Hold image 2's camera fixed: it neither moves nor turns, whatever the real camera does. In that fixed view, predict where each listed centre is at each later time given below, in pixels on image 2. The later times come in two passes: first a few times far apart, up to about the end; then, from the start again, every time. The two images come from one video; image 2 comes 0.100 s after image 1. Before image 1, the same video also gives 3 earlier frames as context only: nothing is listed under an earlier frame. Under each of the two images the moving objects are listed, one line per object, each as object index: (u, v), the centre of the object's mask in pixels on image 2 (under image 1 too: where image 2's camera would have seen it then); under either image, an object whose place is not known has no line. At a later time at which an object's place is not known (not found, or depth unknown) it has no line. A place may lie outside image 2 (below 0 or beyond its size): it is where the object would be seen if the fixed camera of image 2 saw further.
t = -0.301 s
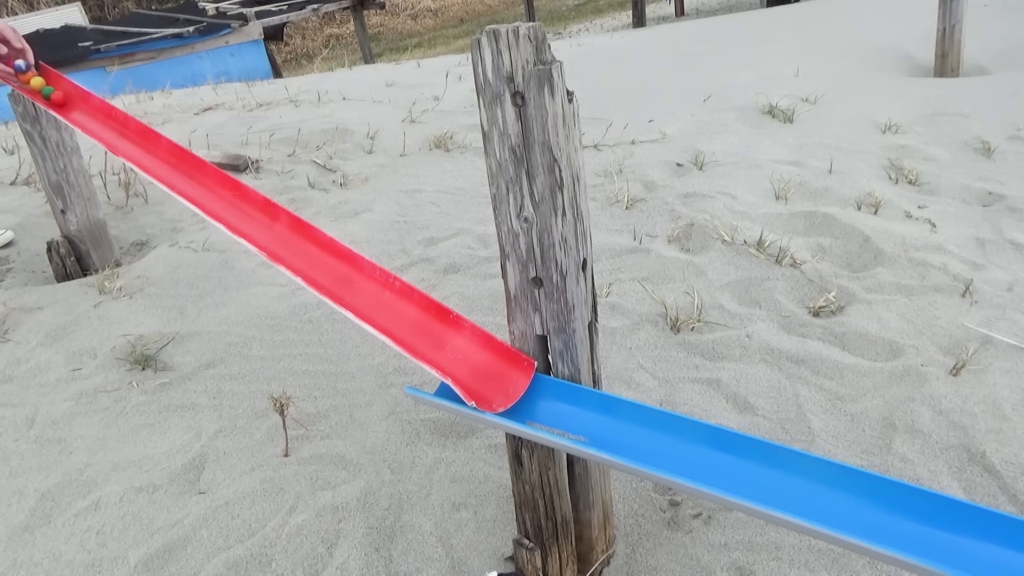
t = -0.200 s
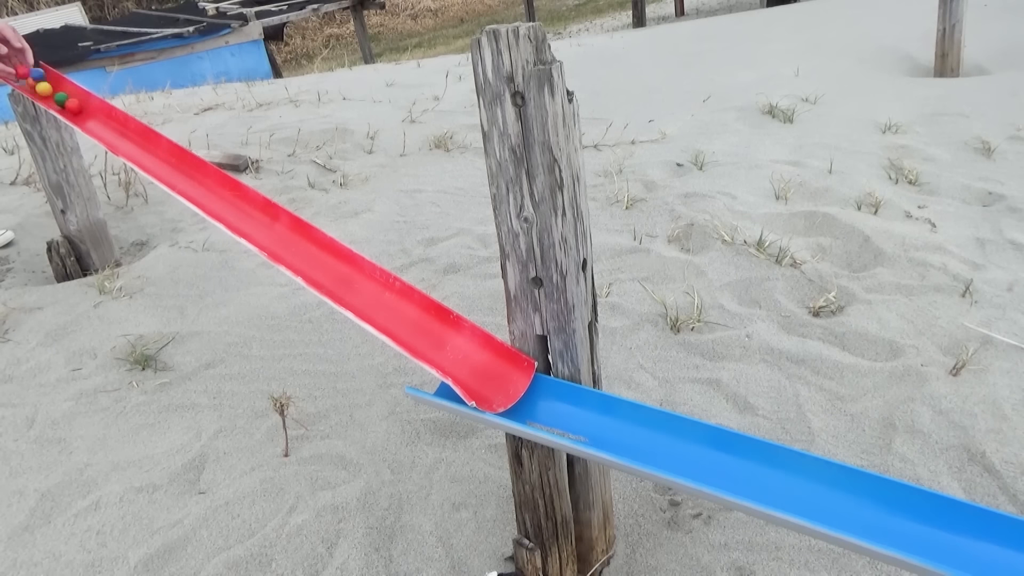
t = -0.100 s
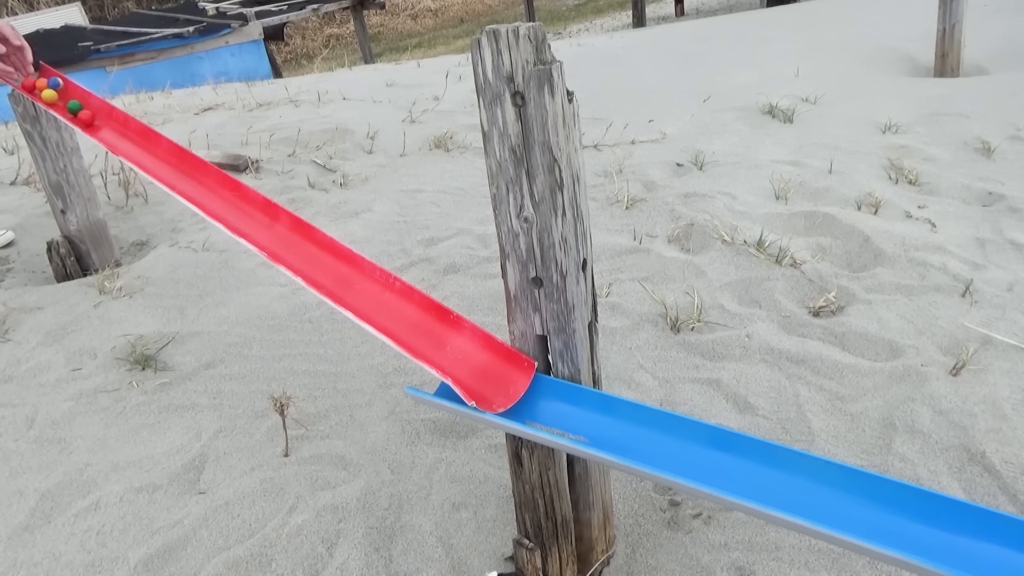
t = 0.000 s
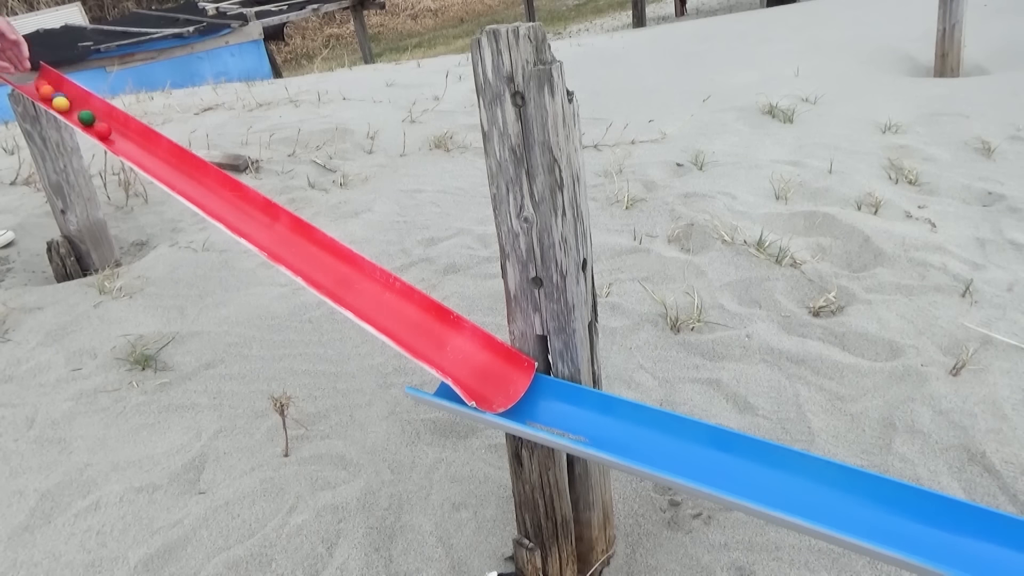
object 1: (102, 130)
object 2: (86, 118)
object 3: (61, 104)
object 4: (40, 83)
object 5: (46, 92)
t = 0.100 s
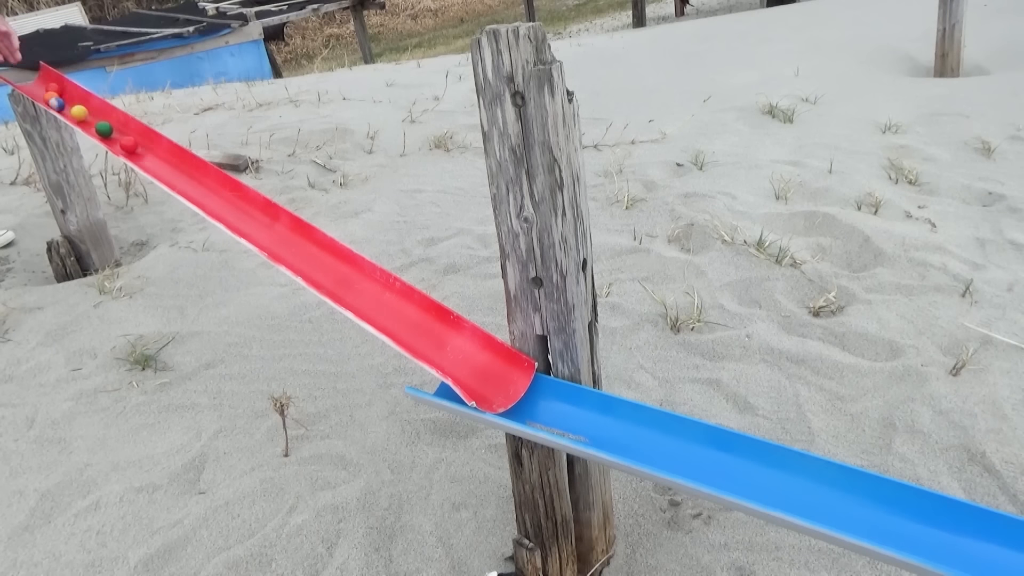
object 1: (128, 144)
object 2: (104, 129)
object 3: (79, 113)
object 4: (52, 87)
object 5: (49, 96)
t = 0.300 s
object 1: (191, 182)
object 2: (156, 160)
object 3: (122, 138)
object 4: (64, 108)
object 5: (81, 109)
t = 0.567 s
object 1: (315, 267)
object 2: (254, 225)
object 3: (201, 190)
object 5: (117, 139)
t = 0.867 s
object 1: (595, 439)
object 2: (470, 368)
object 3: (363, 299)
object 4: (194, 187)
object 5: (215, 197)
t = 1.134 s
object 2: (882, 515)
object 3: (675, 461)
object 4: (314, 265)
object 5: (358, 290)
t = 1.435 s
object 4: (577, 434)
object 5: (673, 461)
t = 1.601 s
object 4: (855, 507)
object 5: (958, 547)
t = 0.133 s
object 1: (139, 150)
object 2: (111, 134)
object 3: (87, 116)
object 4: (53, 90)
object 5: (54, 97)
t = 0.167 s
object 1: (149, 155)
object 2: (119, 139)
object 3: (94, 120)
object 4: (54, 94)
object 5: (60, 100)
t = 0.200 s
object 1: (160, 161)
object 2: (128, 143)
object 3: (102, 123)
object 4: (55, 98)
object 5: (64, 102)
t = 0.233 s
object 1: (171, 167)
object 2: (137, 148)
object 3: (109, 128)
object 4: (58, 101)
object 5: (70, 104)
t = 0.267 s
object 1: (181, 175)
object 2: (147, 154)
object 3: (116, 132)
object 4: (61, 105)
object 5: (75, 107)
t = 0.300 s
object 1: (191, 182)
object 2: (156, 160)
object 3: (122, 138)
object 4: (64, 108)
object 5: (81, 109)
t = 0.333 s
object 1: (202, 191)
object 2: (166, 166)
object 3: (129, 144)
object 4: (68, 110)
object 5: (85, 112)
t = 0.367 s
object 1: (214, 200)
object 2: (176, 173)
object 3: (136, 150)
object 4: (75, 114)
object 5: (90, 116)
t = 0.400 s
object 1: (227, 210)
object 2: (187, 180)
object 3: (144, 155)
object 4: (81, 117)
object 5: (93, 120)
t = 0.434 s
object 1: (241, 220)
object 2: (198, 188)
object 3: (152, 162)
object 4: (88, 117)
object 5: (96, 125)
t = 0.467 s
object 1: (256, 231)
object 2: (210, 197)
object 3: (163, 169)
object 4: (98, 118)
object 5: (100, 127)
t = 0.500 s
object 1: (274, 244)
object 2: (224, 206)
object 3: (175, 176)
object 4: (107, 121)
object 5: (104, 131)
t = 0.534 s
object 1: (294, 255)
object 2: (238, 216)
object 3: (187, 184)
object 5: (109, 135)
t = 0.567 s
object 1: (315, 267)
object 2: (254, 225)
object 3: (201, 190)
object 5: (117, 139)
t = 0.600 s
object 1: (339, 283)
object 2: (272, 237)
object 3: (217, 199)
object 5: (125, 145)
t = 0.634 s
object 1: (364, 296)
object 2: (291, 249)
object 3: (232, 207)
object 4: (130, 141)
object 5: (134, 150)
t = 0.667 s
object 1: (391, 311)
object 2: (311, 261)
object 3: (249, 217)
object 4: (135, 149)
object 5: (146, 156)
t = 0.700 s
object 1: (419, 328)
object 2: (333, 275)
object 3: (265, 228)
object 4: (143, 155)
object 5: (157, 161)
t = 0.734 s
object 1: (447, 349)
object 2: (356, 290)
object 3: (282, 240)
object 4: (152, 162)
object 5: (169, 167)
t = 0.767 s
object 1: (477, 372)
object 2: (381, 307)
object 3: (300, 253)
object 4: (161, 168)
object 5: (180, 173)
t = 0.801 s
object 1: (511, 397)
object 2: (408, 326)
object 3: (319, 267)
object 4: (170, 175)
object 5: (193, 180)
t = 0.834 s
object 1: (550, 424)
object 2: (438, 345)
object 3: (340, 282)
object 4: (181, 180)
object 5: (203, 189)
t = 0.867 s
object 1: (595, 439)
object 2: (470, 368)
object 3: (363, 299)
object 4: (194, 187)
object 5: (215, 197)
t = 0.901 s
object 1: (645, 454)
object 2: (505, 393)
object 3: (390, 316)
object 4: (207, 195)
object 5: (226, 207)
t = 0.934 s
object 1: (698, 467)
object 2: (546, 421)
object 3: (419, 335)
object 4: (221, 202)
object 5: (238, 218)
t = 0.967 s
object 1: (753, 477)
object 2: (594, 440)
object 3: (450, 355)
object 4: (236, 210)
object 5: (252, 227)
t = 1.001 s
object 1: (809, 492)
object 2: (647, 455)
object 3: (485, 379)
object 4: (250, 218)
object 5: (269, 238)
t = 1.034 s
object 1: (867, 511)
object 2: (704, 468)
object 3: (524, 403)
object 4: (266, 228)
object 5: (288, 249)
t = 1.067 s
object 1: (929, 537)
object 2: (762, 478)
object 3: (568, 430)
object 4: (281, 240)
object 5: (308, 263)
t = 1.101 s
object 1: (996, 563)
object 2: (820, 493)
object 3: (620, 447)
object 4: (297, 253)
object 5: (332, 276)
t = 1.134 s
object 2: (882, 515)
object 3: (675, 461)
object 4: (314, 265)
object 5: (358, 290)
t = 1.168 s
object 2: (947, 544)
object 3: (734, 474)
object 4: (332, 280)
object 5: (385, 305)
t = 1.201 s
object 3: (794, 485)
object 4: (352, 294)
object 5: (412, 321)
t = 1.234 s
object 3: (854, 502)
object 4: (376, 310)
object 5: (439, 339)
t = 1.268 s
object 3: (918, 525)
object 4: (402, 327)
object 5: (467, 361)
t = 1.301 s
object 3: (987, 555)
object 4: (431, 347)
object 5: (498, 387)
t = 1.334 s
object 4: (462, 364)
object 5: (532, 413)
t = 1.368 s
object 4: (496, 387)
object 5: (575, 431)
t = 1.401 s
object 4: (534, 409)
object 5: (621, 448)
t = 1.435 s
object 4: (577, 434)
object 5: (673, 461)
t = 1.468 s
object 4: (626, 449)
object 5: (726, 473)
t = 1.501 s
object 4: (678, 464)
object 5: (781, 484)
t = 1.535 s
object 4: (735, 479)
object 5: (837, 500)
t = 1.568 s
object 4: (794, 491)
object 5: (895, 520)
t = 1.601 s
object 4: (855, 507)
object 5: (958, 547)
